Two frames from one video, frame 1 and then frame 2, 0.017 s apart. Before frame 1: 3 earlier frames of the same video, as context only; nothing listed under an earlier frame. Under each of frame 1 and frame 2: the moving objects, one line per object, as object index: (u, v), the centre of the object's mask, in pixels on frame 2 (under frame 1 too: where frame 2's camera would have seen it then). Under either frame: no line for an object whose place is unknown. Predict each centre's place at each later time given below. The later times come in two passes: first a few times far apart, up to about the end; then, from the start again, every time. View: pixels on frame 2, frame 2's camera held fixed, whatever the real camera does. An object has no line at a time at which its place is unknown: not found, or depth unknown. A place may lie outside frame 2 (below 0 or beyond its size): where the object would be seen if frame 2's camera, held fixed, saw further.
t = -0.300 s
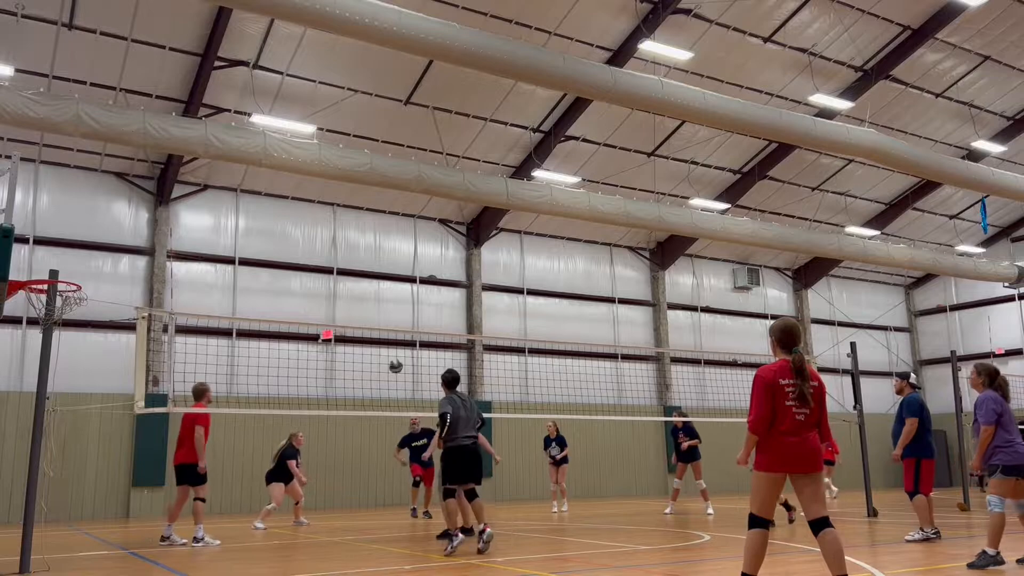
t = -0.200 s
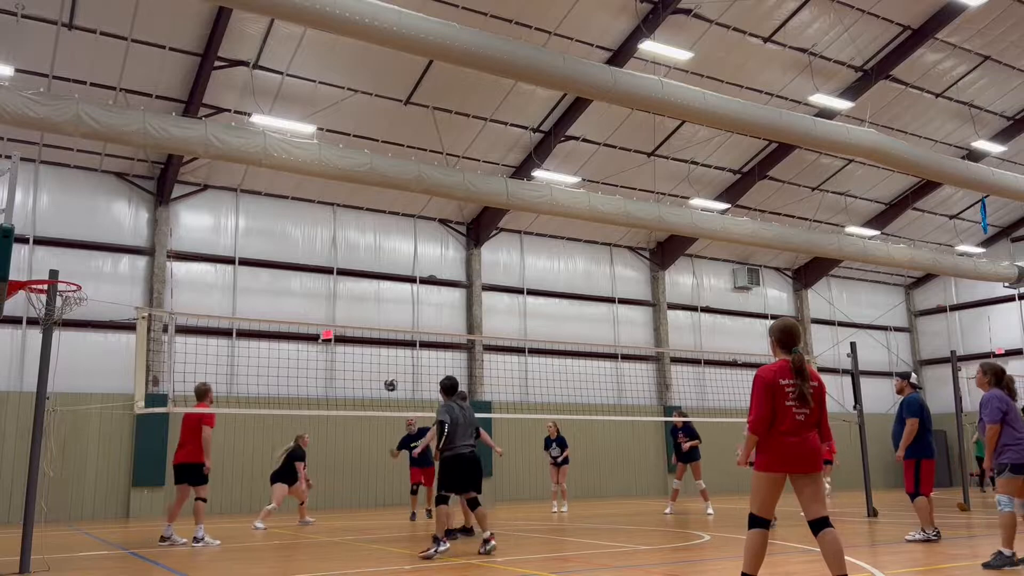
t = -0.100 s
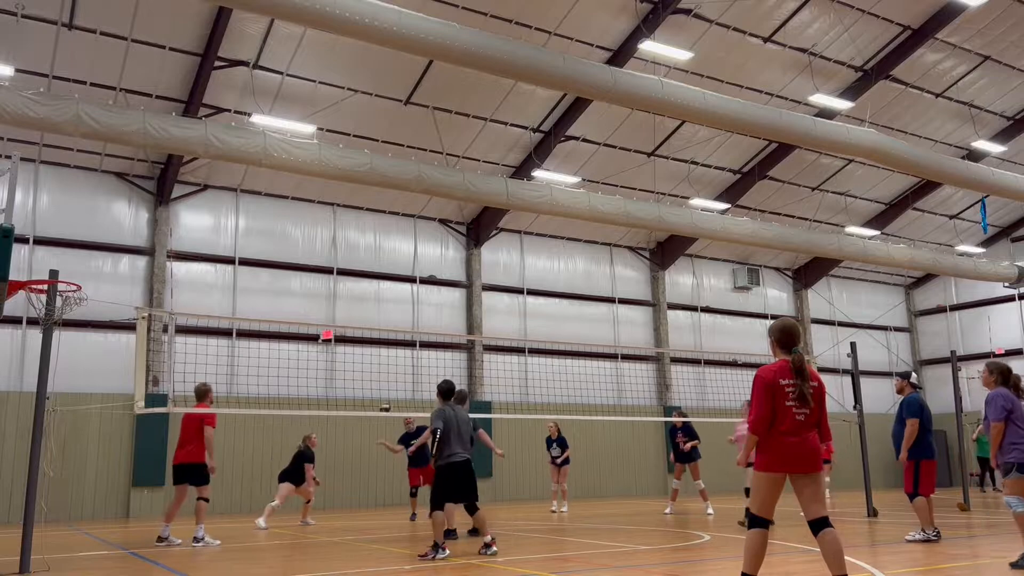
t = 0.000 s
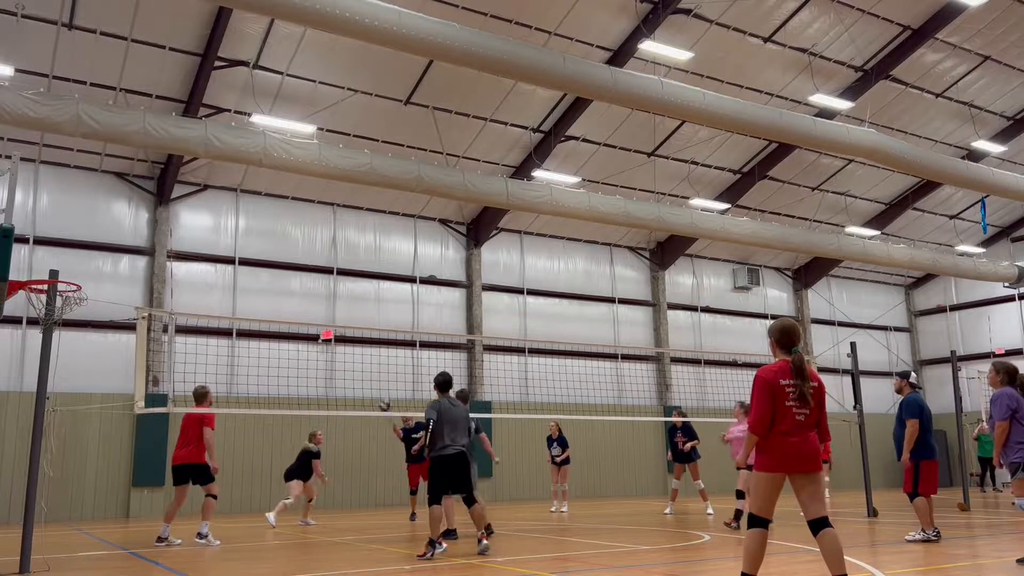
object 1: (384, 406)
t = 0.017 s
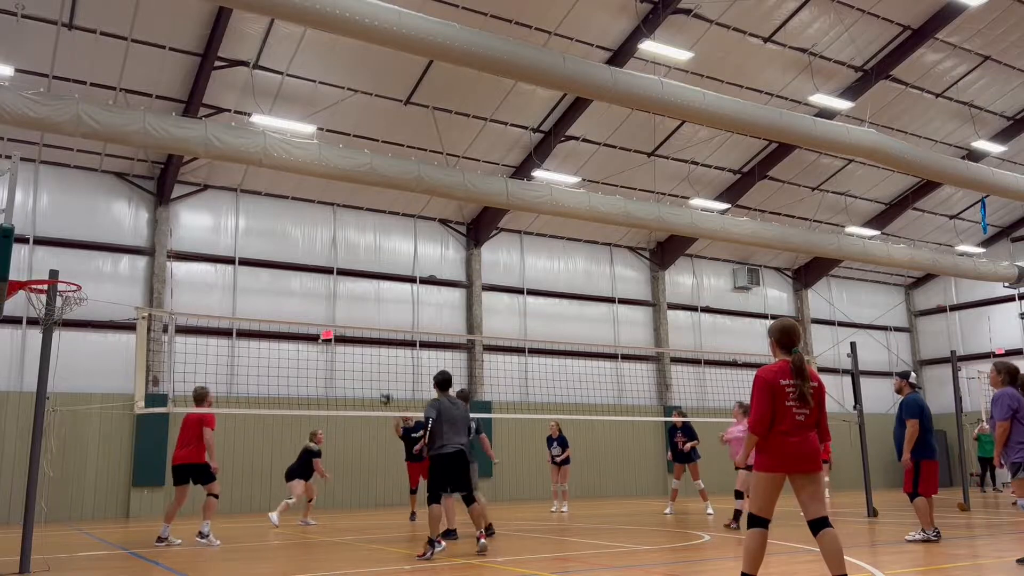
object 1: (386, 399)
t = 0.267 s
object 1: (397, 302)
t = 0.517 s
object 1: (408, 235)
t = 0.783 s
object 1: (424, 199)
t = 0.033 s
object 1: (387, 392)
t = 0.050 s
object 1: (388, 385)
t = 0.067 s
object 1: (388, 377)
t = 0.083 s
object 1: (389, 370)
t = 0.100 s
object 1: (390, 364)
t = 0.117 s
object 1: (390, 357)
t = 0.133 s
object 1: (391, 350)
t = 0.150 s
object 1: (392, 344)
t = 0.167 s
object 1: (392, 339)
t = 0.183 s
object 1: (394, 332)
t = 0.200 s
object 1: (394, 324)
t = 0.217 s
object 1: (395, 319)
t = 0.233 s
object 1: (396, 314)
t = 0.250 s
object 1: (396, 308)
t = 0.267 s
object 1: (397, 302)
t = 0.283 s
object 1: (398, 297)
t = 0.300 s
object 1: (399, 292)
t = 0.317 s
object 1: (400, 287)
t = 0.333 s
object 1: (400, 282)
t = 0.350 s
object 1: (401, 277)
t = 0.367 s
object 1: (402, 271)
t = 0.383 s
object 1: (403, 267)
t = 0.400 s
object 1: (403, 262)
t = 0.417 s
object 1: (404, 258)
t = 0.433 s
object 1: (405, 253)
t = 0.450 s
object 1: (405, 249)
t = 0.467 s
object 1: (406, 246)
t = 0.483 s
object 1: (407, 242)
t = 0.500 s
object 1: (408, 238)
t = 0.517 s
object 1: (408, 235)
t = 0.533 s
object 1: (410, 231)
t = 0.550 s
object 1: (411, 228)
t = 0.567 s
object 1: (412, 225)
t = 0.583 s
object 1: (412, 221)
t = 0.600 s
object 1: (413, 218)
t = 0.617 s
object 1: (414, 215)
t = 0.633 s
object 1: (415, 213)
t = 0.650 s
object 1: (415, 210)
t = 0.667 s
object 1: (417, 209)
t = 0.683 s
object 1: (418, 206)
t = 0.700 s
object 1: (419, 205)
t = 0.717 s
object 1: (420, 204)
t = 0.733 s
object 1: (422, 202)
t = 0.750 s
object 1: (422, 200)
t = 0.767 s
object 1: (423, 199)
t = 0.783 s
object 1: (424, 199)
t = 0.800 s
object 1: (425, 198)
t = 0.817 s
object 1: (427, 198)
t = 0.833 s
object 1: (428, 198)
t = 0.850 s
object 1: (428, 198)
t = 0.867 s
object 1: (430, 198)
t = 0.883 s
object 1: (431, 199)
